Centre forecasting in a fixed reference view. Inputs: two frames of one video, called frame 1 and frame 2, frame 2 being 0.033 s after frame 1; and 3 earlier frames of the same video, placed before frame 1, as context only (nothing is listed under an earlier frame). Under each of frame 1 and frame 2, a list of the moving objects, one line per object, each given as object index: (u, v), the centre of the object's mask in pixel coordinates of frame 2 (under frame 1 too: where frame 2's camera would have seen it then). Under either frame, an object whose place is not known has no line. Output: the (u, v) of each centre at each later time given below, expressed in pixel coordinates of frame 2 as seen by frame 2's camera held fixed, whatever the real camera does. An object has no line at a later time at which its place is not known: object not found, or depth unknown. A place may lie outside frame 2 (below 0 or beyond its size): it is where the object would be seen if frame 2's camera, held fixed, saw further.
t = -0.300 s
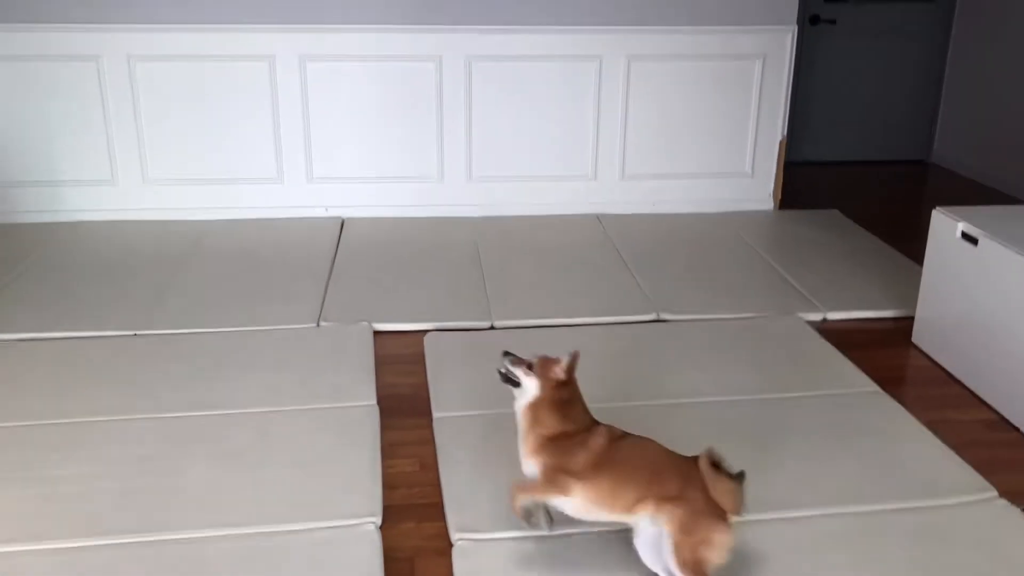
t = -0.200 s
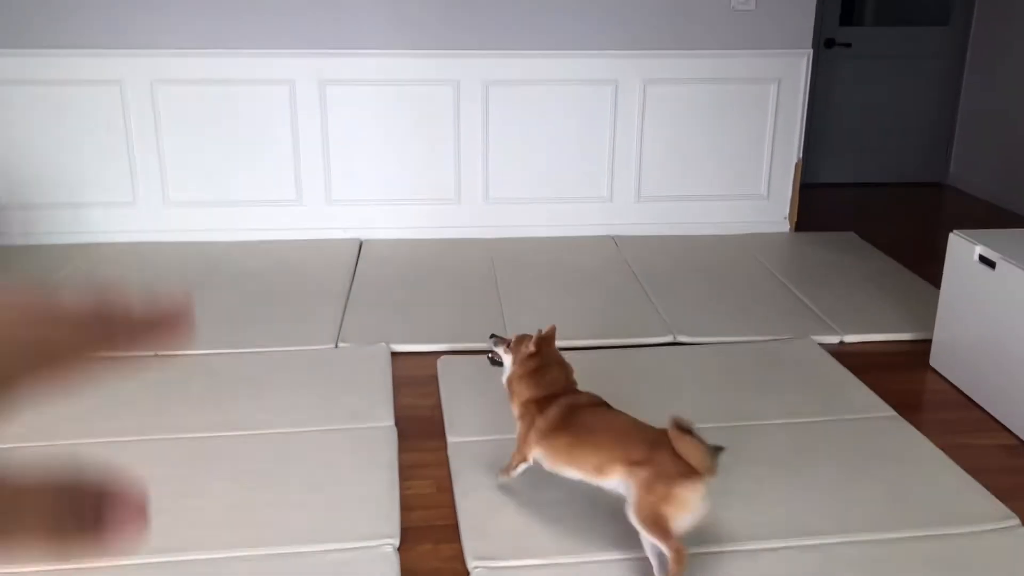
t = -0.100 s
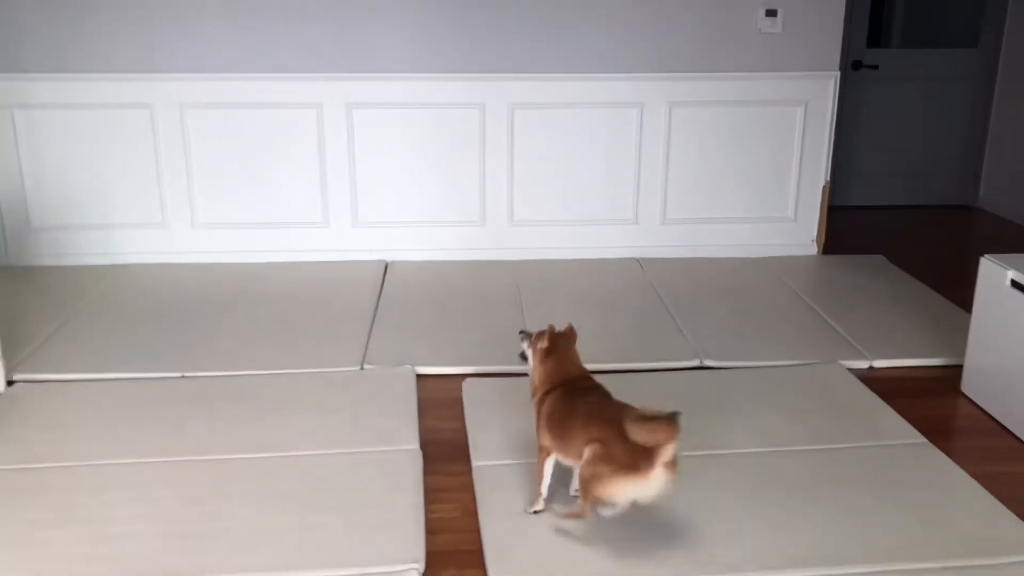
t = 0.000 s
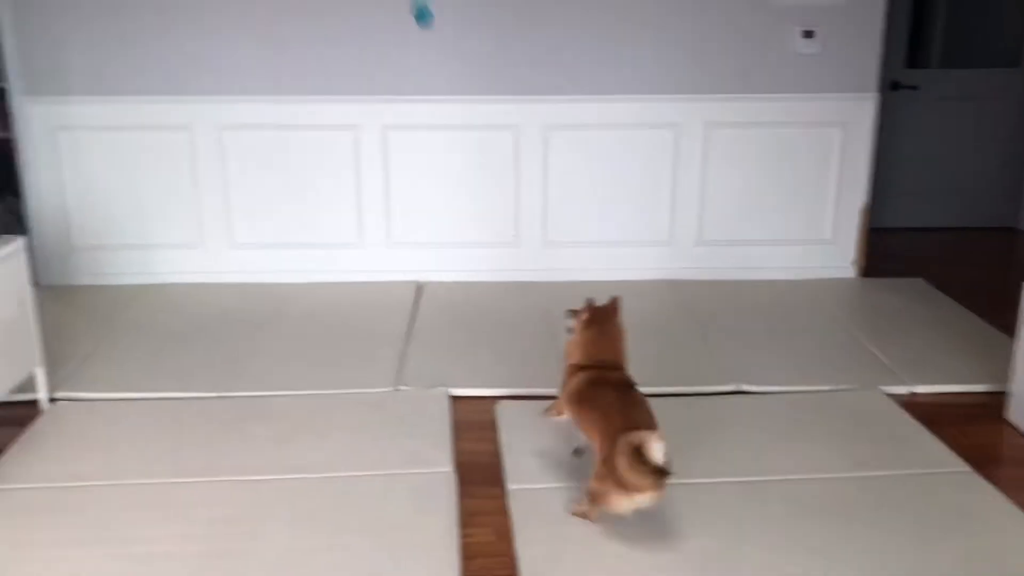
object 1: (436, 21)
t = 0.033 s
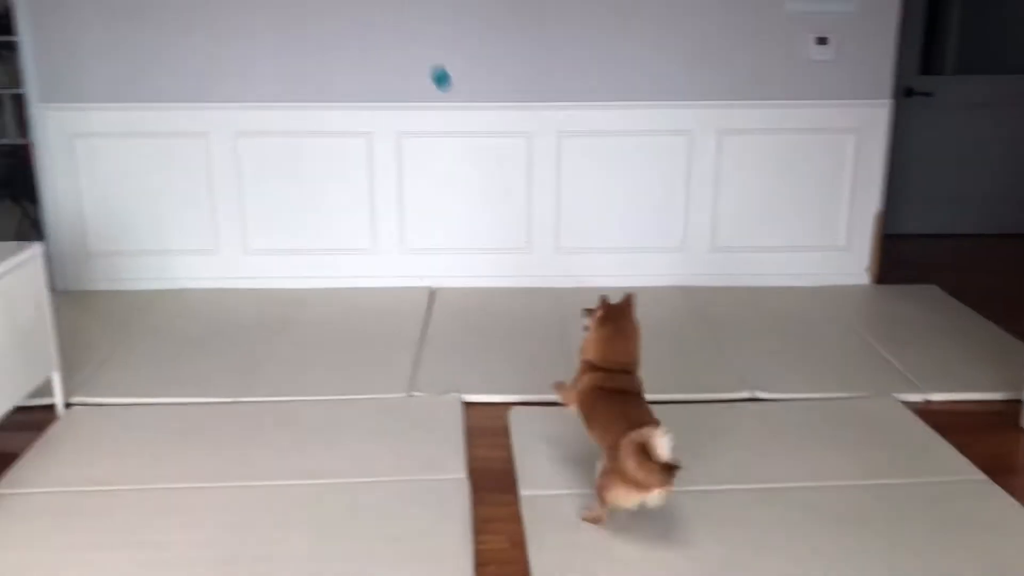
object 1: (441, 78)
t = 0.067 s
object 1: (447, 131)
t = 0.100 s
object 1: (451, 179)
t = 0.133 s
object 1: (454, 225)
